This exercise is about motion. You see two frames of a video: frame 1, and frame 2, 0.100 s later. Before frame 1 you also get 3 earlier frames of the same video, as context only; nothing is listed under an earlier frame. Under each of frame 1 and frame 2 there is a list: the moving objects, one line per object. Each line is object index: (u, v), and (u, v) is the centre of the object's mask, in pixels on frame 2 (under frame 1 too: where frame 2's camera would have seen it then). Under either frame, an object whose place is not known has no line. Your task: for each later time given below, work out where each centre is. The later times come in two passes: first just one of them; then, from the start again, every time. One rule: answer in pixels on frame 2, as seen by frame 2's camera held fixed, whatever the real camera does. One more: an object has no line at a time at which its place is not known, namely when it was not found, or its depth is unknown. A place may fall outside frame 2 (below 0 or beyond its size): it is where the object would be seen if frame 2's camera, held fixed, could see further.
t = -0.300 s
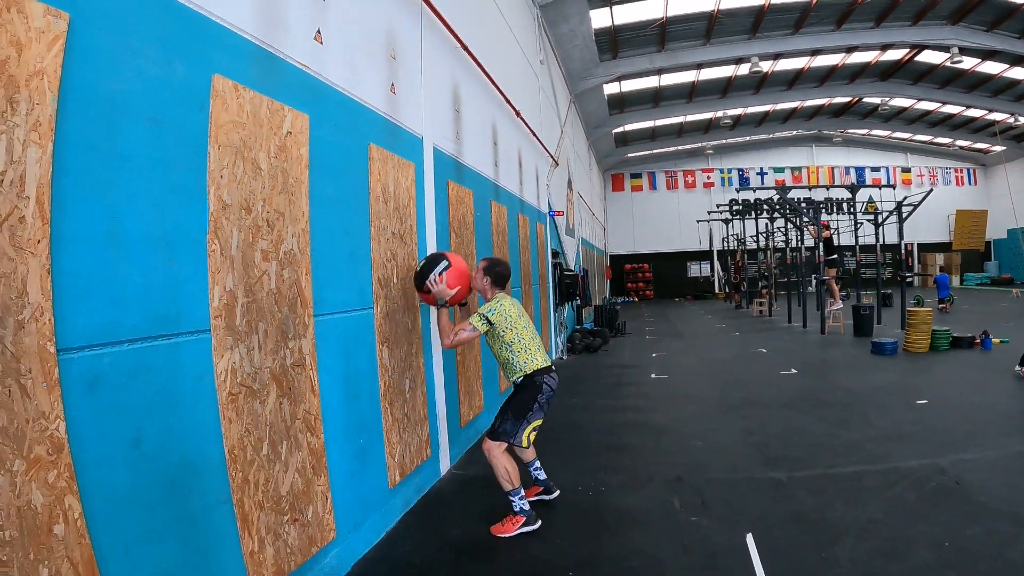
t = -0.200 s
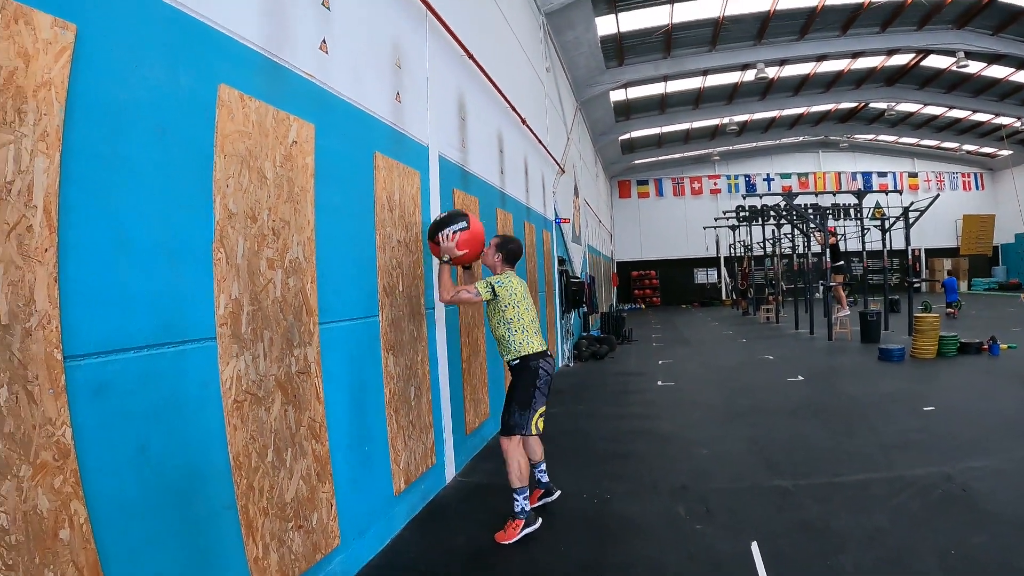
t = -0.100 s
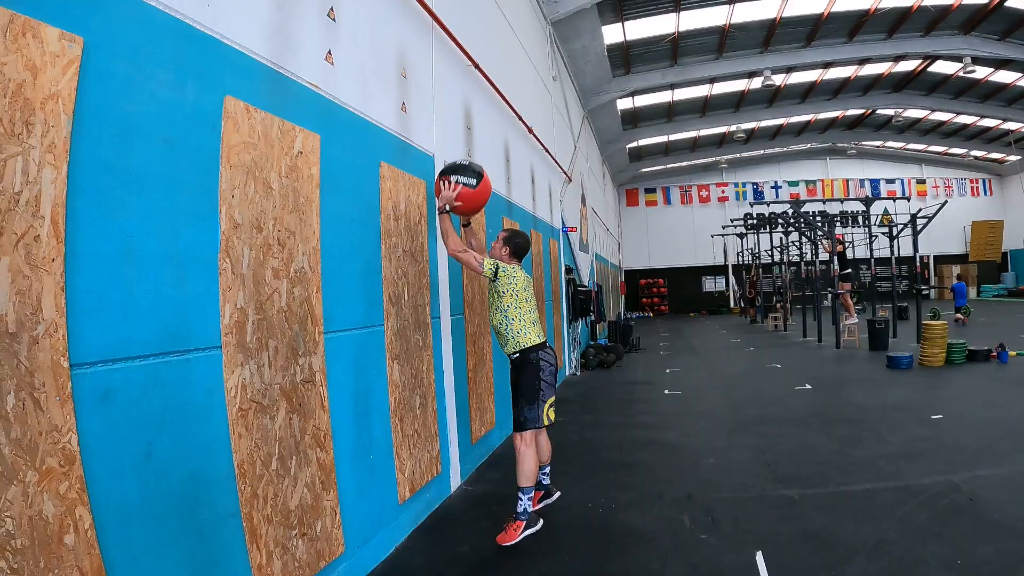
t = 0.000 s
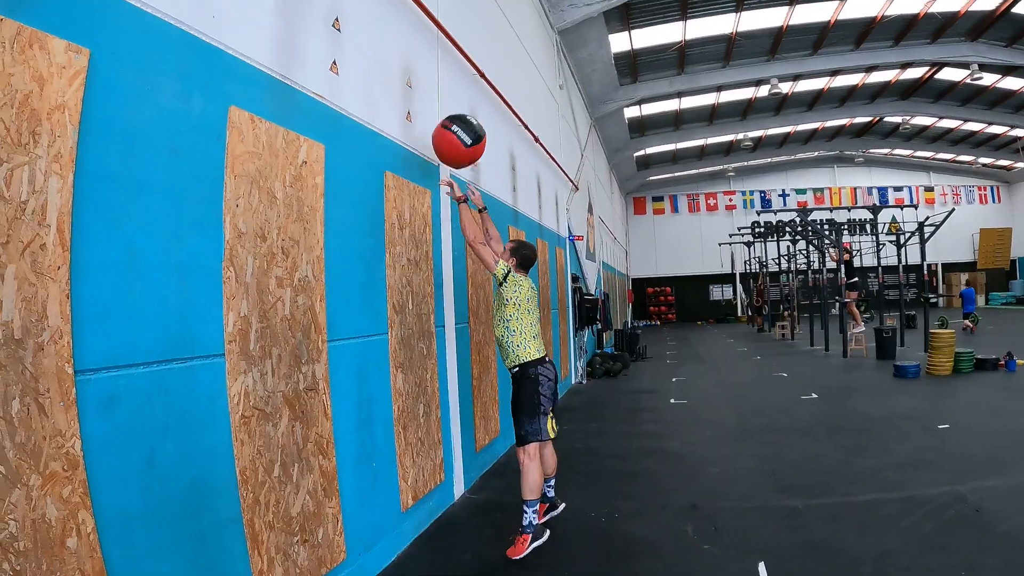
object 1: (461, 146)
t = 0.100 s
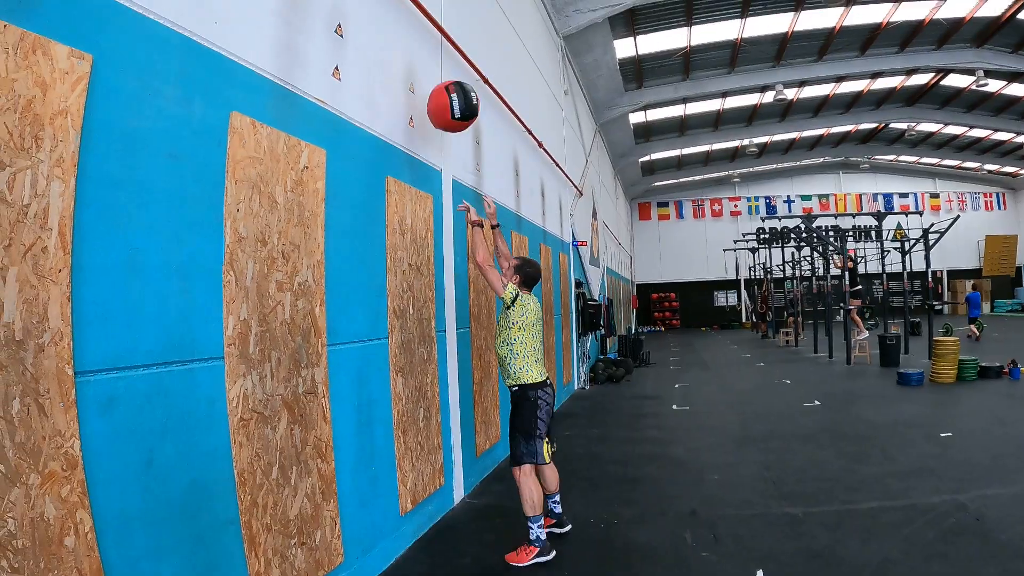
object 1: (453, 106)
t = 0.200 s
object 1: (445, 82)
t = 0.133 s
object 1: (450, 96)
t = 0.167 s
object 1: (447, 88)
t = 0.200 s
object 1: (445, 82)
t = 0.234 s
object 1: (443, 77)
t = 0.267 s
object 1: (441, 73)
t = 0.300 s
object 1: (439, 71)
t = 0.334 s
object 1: (436, 71)
